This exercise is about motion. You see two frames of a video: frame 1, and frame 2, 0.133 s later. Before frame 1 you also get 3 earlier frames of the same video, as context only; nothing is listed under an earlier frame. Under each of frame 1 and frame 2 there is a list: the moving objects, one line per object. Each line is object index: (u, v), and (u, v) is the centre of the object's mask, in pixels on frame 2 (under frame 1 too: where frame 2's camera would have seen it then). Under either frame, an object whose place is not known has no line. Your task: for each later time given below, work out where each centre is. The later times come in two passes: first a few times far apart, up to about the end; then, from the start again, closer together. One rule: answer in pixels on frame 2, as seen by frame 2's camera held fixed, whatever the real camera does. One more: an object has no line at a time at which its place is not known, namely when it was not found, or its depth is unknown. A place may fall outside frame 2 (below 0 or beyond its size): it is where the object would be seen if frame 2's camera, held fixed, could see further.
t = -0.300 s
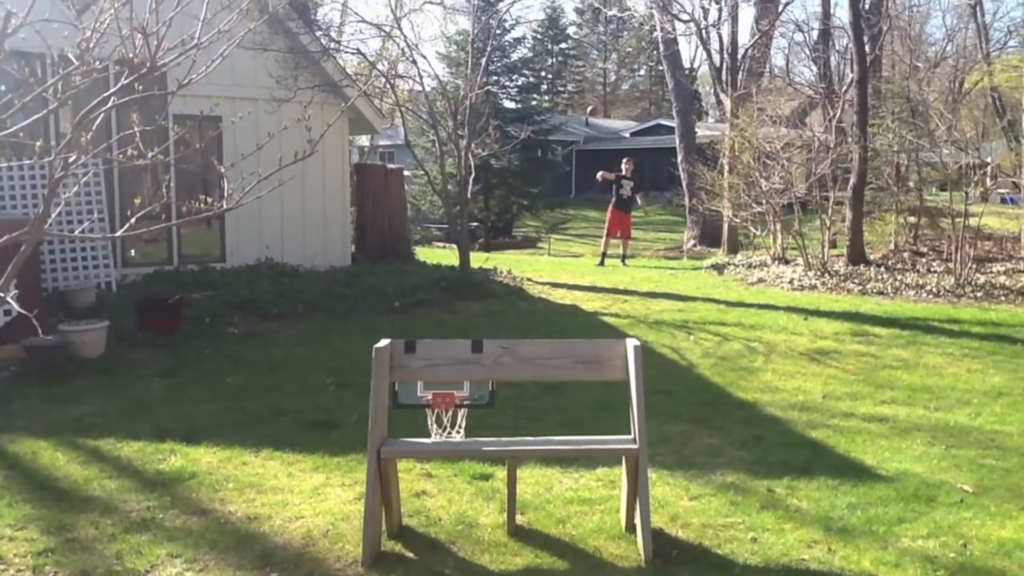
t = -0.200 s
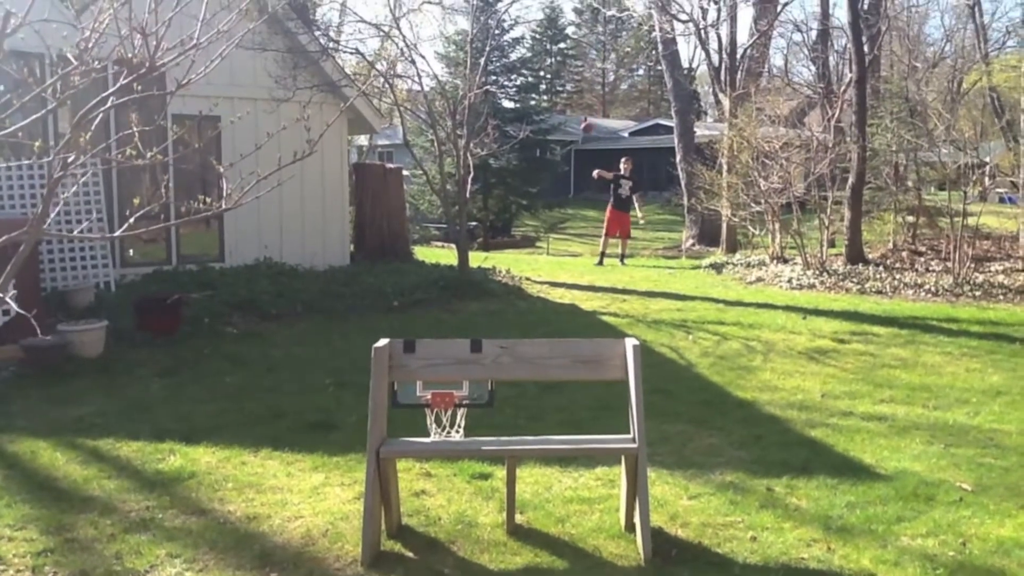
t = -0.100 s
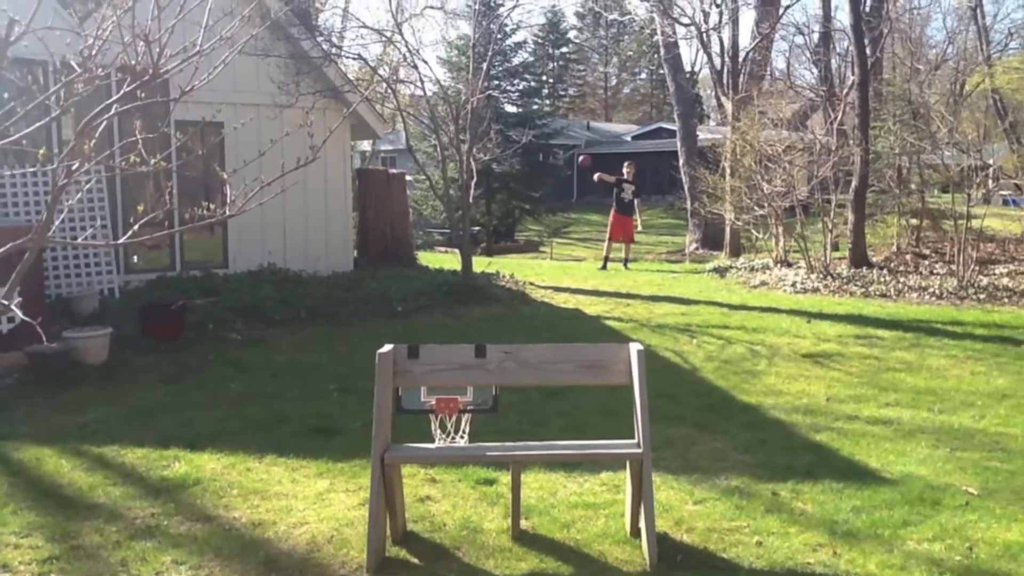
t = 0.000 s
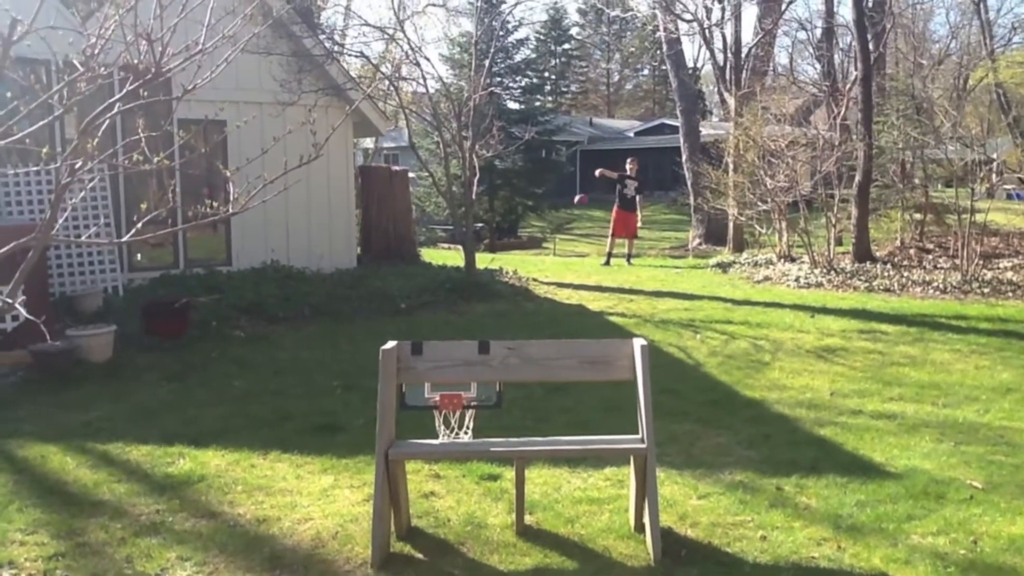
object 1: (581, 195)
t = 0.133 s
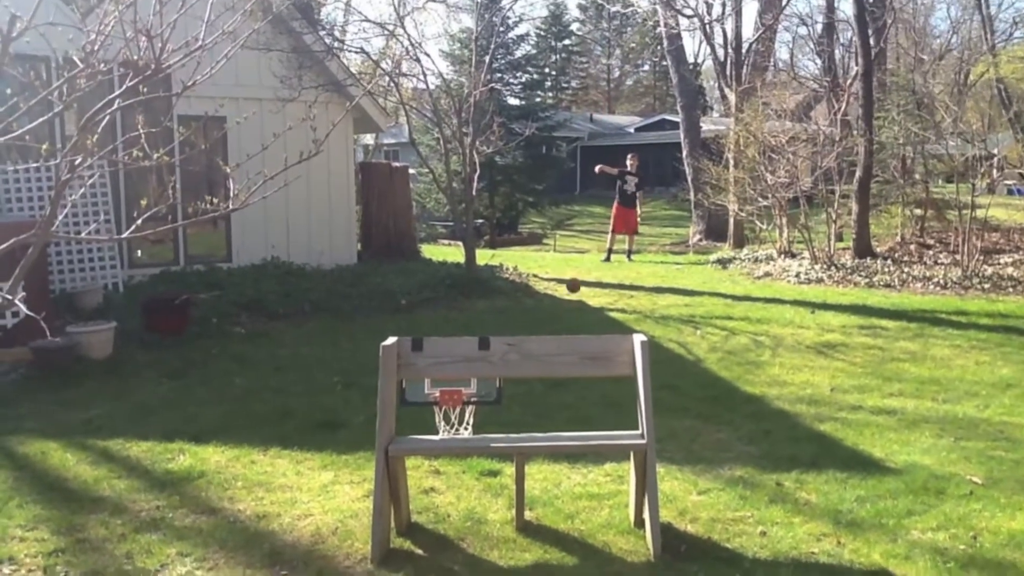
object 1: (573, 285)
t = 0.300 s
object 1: (560, 329)
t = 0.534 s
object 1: (535, 257)
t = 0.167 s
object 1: (571, 314)
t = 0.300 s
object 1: (560, 329)
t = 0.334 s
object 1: (558, 319)
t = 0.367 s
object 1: (552, 307)
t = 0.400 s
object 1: (551, 295)
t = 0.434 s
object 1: (546, 283)
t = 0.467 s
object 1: (543, 272)
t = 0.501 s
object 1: (539, 265)
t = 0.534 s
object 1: (535, 257)
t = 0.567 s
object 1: (531, 250)
